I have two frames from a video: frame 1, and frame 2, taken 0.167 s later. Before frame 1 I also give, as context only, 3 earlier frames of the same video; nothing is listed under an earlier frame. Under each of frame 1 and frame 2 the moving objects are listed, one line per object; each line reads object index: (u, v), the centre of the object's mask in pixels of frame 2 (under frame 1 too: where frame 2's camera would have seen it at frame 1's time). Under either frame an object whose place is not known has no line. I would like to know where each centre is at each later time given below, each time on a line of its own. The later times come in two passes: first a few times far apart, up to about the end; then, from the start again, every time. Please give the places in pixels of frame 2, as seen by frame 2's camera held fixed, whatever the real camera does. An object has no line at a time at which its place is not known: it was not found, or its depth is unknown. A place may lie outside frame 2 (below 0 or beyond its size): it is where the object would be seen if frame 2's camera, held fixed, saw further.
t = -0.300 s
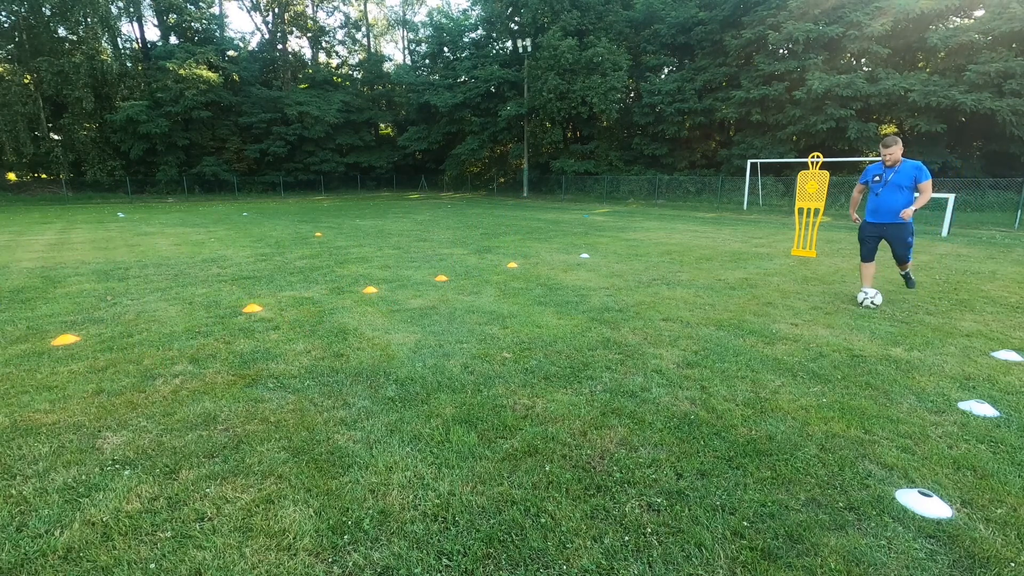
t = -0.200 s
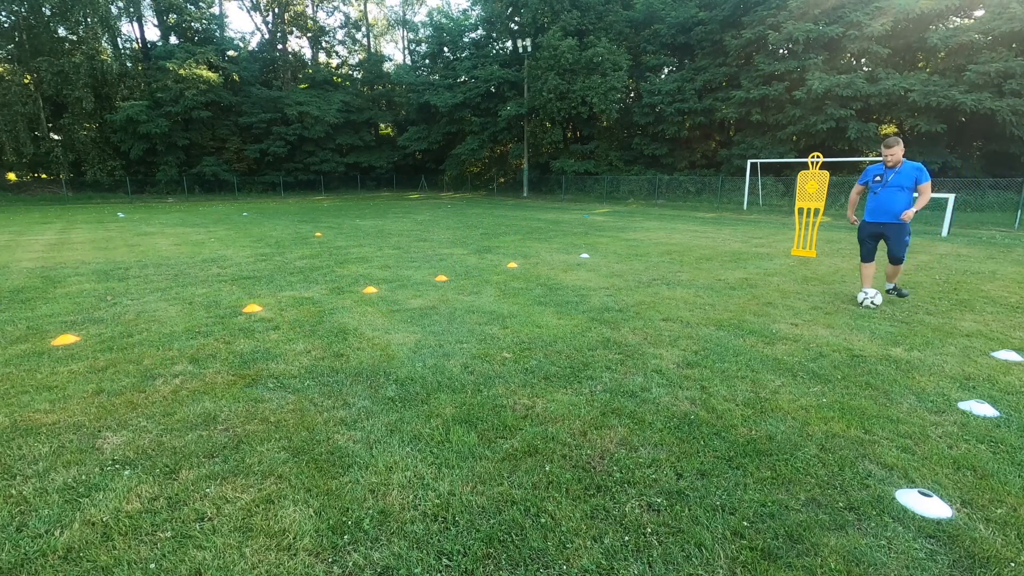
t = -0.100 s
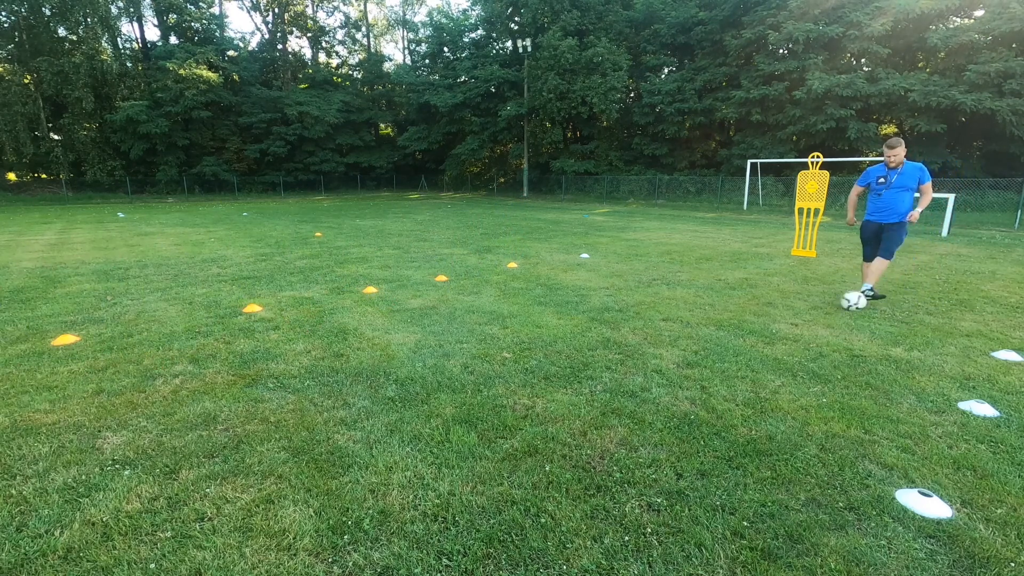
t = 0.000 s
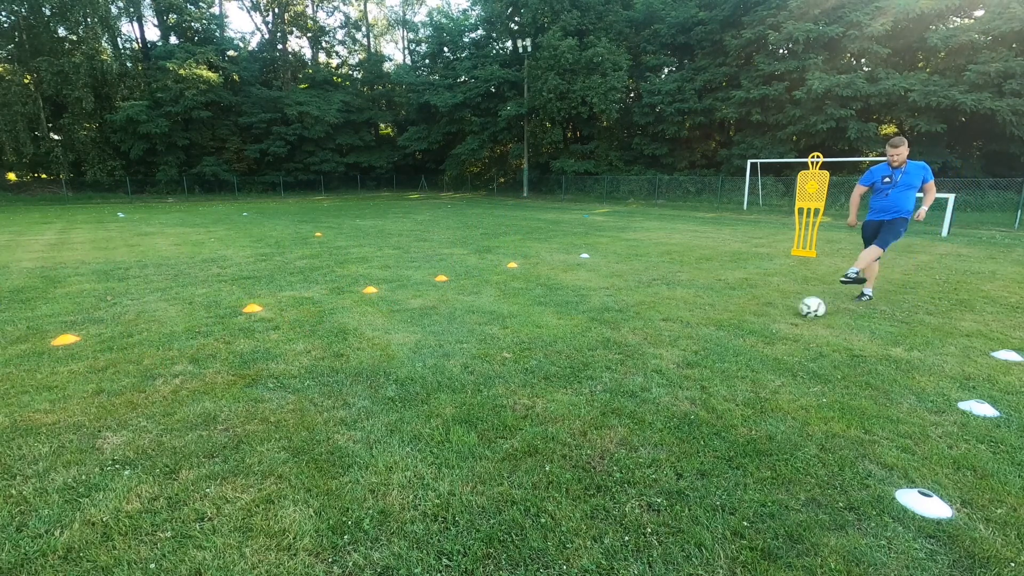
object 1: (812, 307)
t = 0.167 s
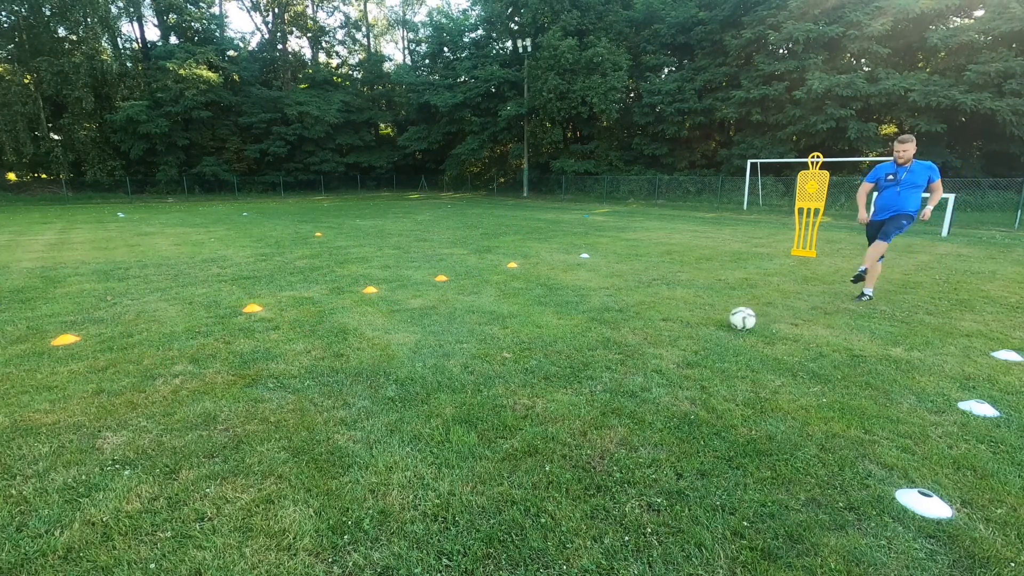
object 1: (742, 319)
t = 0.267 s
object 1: (702, 324)
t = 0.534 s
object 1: (587, 346)
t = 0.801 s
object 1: (448, 369)
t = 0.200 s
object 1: (729, 321)
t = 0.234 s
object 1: (716, 322)
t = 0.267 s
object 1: (702, 324)
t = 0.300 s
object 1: (687, 327)
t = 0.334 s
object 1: (674, 330)
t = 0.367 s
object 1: (660, 332)
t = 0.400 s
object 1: (647, 333)
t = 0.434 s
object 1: (632, 336)
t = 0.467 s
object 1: (617, 341)
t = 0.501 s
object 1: (602, 345)
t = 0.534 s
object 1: (587, 346)
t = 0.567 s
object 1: (571, 348)
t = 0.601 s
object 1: (555, 350)
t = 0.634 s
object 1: (538, 353)
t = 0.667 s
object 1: (521, 358)
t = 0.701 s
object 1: (504, 360)
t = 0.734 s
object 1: (486, 362)
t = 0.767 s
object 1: (468, 365)
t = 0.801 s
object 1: (448, 369)
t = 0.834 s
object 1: (429, 373)
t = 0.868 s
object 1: (409, 375)
